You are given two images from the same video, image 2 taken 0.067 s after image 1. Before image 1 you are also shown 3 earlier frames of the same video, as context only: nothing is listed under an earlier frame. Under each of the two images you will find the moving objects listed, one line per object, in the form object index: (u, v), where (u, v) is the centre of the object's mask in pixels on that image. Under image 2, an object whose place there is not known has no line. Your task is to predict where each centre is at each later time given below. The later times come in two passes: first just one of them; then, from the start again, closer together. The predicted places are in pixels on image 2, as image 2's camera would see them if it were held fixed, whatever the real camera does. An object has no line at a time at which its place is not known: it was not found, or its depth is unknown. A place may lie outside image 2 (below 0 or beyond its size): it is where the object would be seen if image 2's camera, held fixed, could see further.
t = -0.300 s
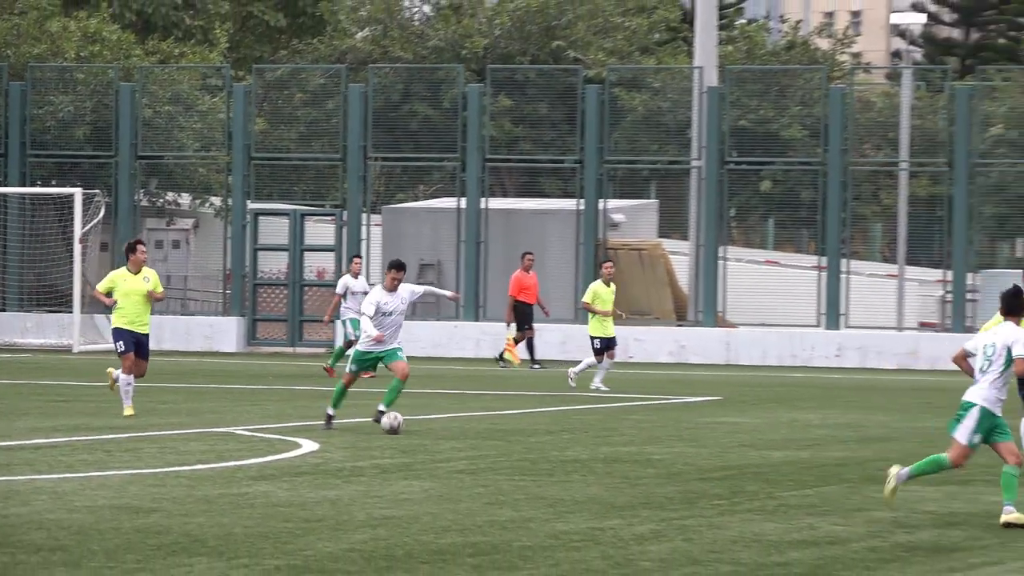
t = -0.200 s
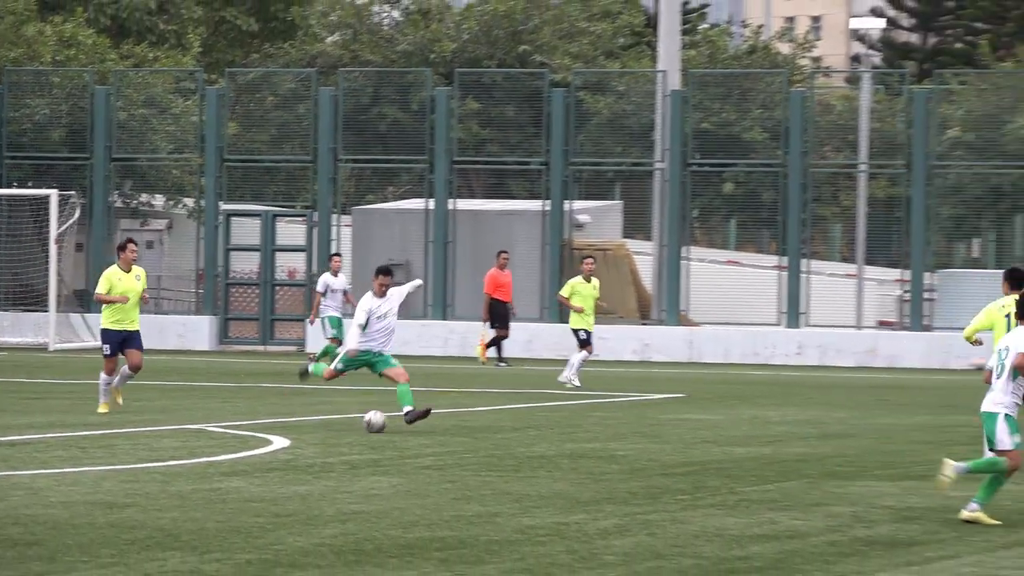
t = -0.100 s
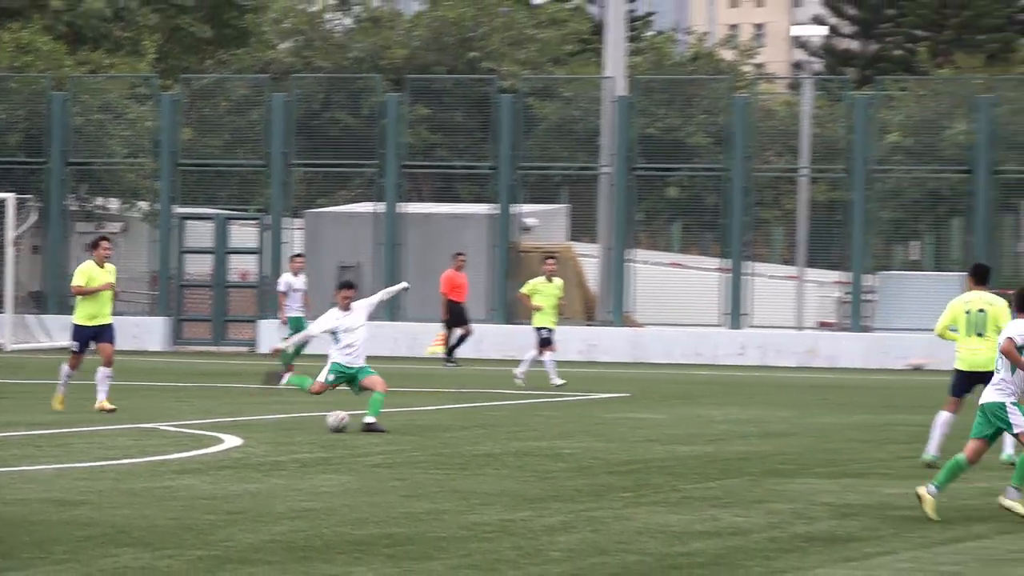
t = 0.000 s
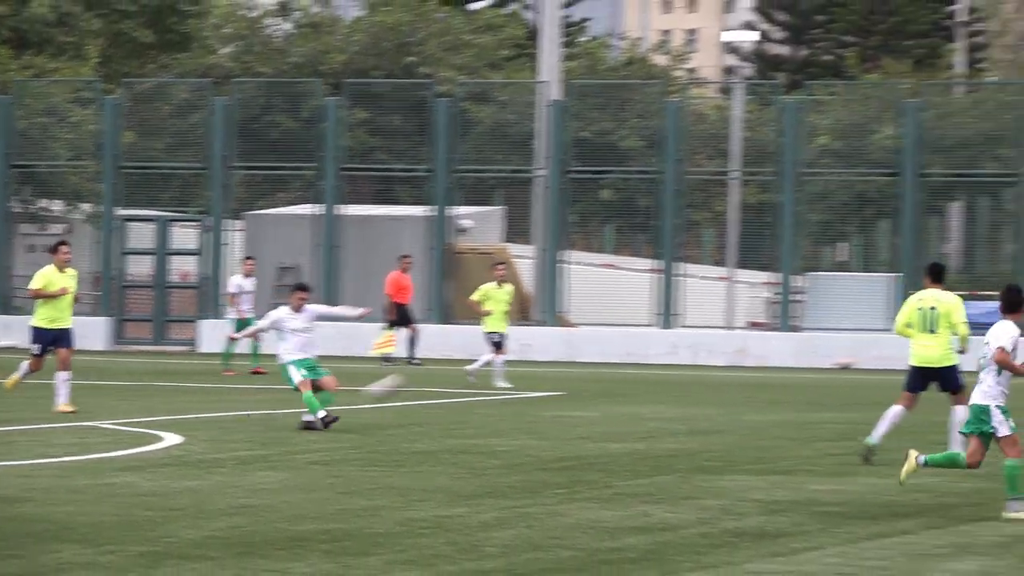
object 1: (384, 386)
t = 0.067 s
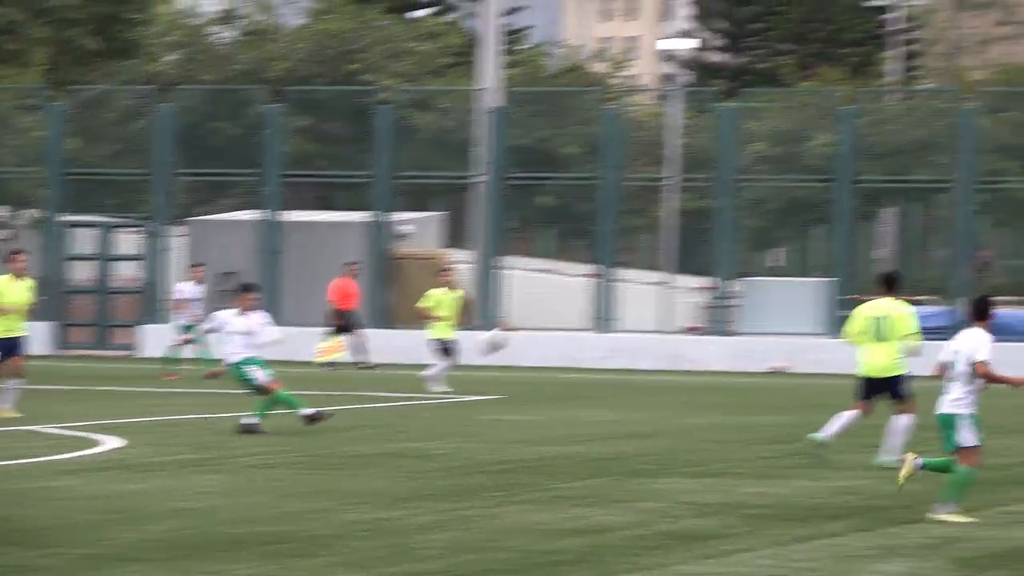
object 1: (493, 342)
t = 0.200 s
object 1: (822, 241)
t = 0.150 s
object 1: (702, 279)
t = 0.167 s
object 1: (739, 266)
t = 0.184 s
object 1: (780, 254)
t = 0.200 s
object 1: (822, 241)
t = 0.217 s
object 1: (864, 228)
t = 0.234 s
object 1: (907, 215)
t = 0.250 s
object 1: (949, 204)
